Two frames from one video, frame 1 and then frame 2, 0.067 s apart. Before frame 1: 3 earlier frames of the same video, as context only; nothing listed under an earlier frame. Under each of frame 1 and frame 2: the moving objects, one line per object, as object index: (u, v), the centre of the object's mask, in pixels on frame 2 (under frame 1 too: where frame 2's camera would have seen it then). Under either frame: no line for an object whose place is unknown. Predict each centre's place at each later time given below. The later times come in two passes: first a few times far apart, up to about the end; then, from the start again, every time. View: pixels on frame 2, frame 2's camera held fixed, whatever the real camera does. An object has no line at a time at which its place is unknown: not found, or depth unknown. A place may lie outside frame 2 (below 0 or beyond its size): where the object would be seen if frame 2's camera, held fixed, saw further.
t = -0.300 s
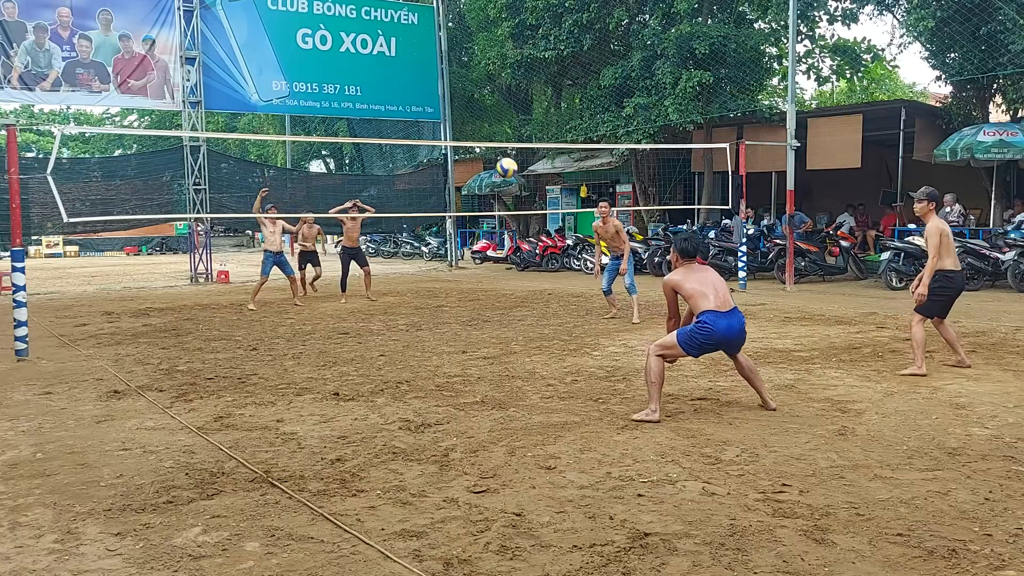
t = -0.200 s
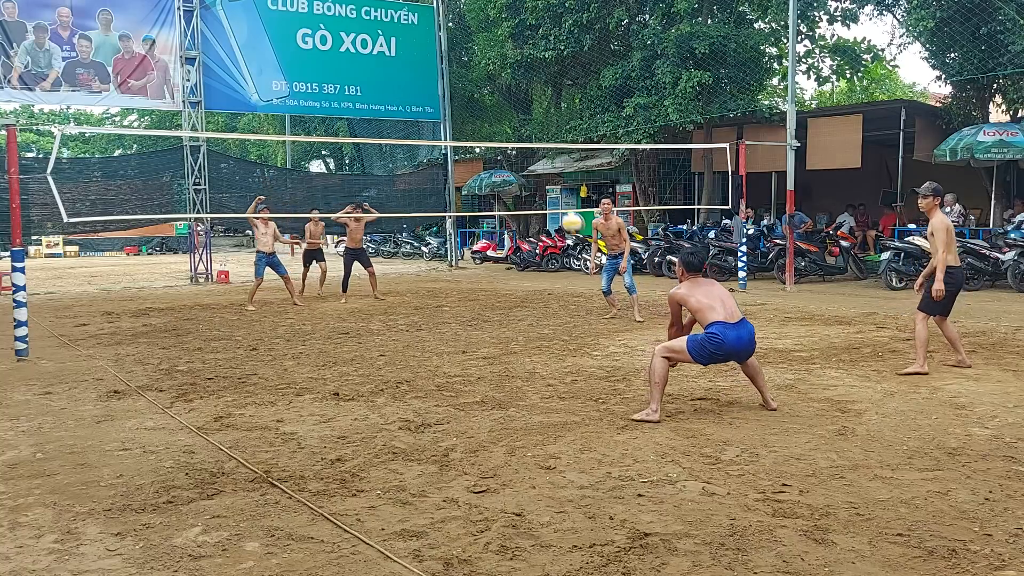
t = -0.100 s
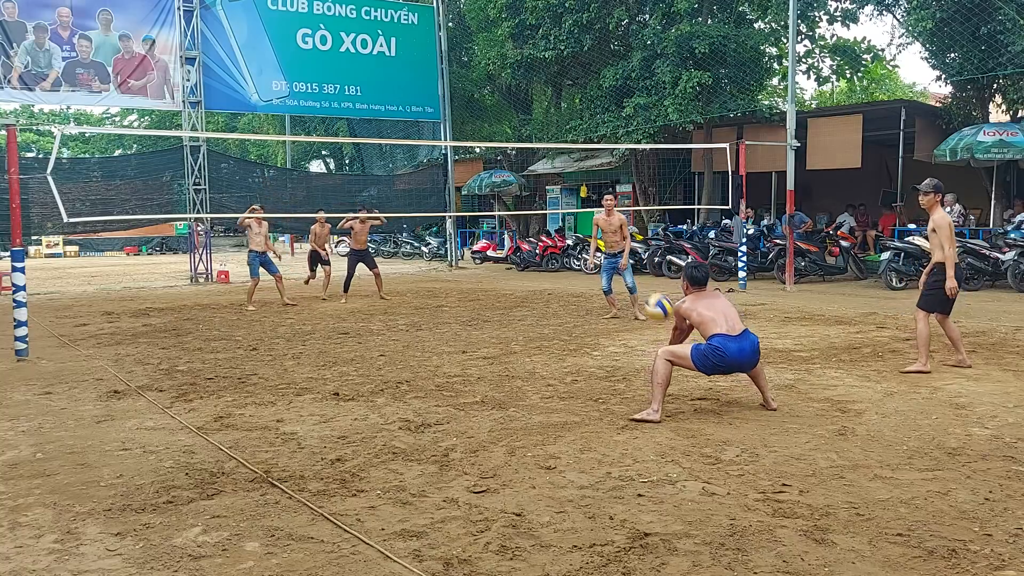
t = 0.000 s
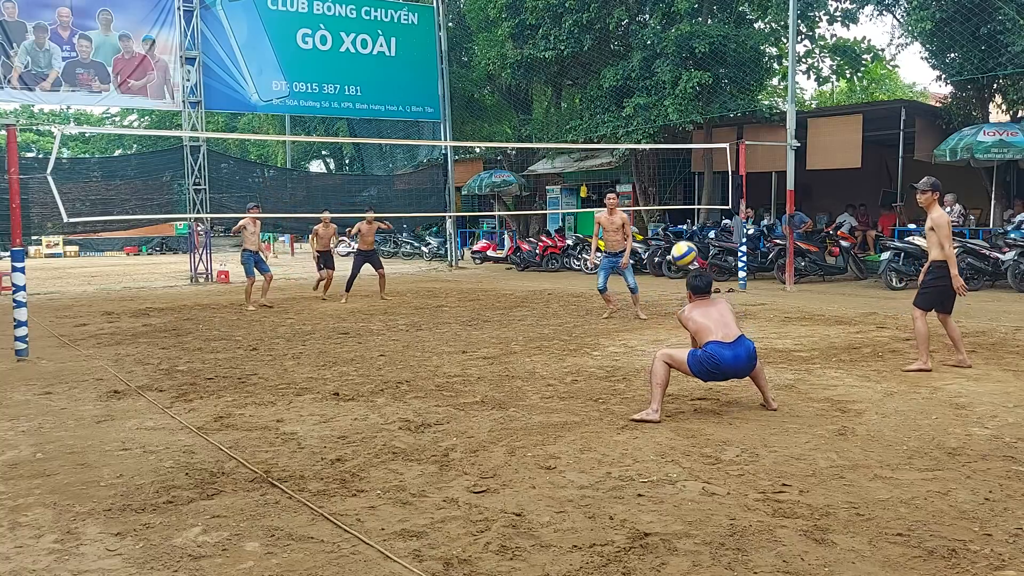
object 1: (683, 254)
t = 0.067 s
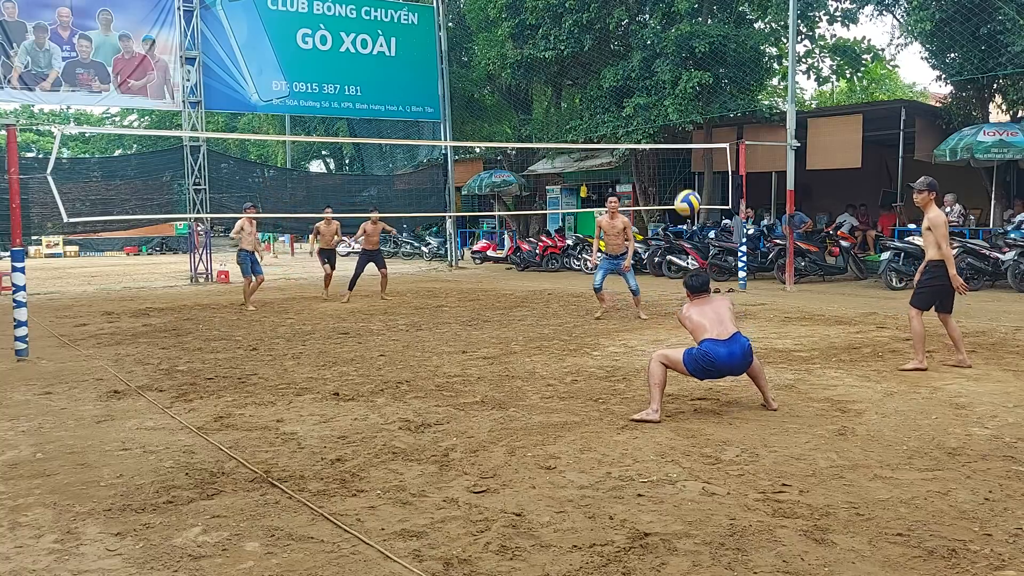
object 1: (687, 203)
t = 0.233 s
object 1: (697, 105)
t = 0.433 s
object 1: (707, 39)
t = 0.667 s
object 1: (720, 21)
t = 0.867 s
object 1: (730, 44)
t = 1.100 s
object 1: (740, 110)
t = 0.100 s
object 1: (689, 180)
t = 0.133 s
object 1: (691, 159)
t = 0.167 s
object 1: (693, 138)
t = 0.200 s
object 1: (695, 121)
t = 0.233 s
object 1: (697, 105)
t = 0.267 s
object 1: (699, 90)
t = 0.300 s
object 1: (700, 77)
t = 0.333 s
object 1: (702, 65)
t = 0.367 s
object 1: (704, 56)
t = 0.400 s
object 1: (706, 47)
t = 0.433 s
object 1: (707, 39)
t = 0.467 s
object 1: (710, 33)
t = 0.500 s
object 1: (711, 28)
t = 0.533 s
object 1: (713, 25)
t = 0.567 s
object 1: (715, 22)
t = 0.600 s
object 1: (717, 20)
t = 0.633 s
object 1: (718, 20)
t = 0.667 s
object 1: (720, 21)
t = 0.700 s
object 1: (722, 22)
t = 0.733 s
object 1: (724, 24)
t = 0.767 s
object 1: (725, 28)
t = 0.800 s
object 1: (727, 33)
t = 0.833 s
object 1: (728, 38)
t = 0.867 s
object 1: (730, 44)
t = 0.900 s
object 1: (732, 52)
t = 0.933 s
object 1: (733, 60)
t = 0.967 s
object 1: (735, 68)
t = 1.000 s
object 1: (737, 77)
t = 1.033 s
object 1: (738, 87)
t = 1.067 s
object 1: (739, 98)
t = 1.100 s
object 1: (740, 110)
